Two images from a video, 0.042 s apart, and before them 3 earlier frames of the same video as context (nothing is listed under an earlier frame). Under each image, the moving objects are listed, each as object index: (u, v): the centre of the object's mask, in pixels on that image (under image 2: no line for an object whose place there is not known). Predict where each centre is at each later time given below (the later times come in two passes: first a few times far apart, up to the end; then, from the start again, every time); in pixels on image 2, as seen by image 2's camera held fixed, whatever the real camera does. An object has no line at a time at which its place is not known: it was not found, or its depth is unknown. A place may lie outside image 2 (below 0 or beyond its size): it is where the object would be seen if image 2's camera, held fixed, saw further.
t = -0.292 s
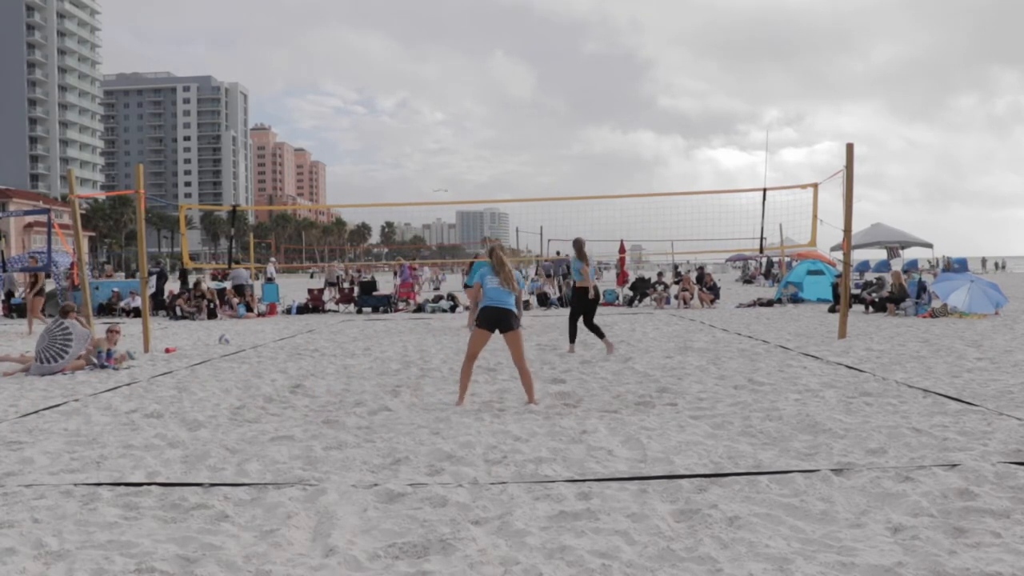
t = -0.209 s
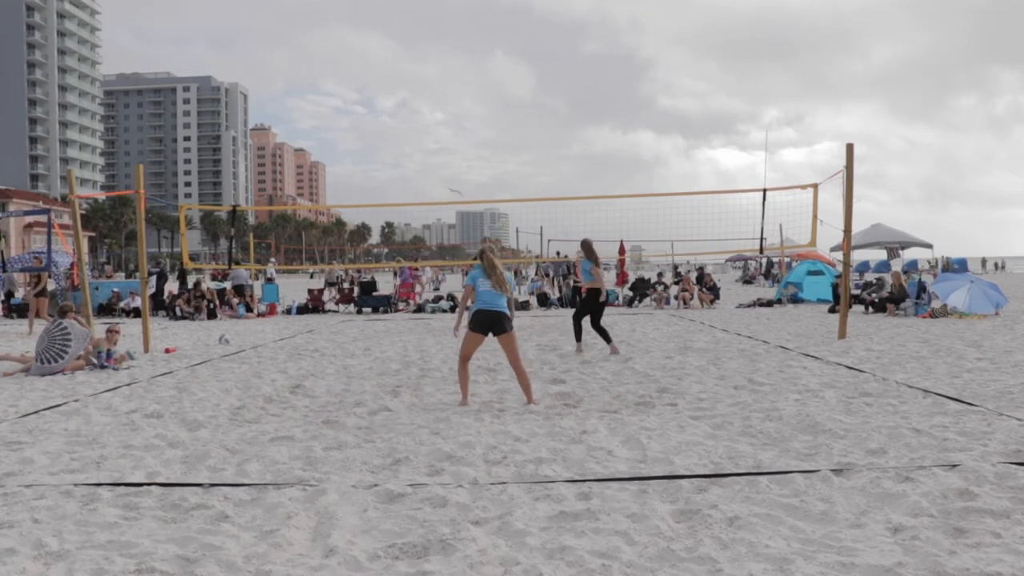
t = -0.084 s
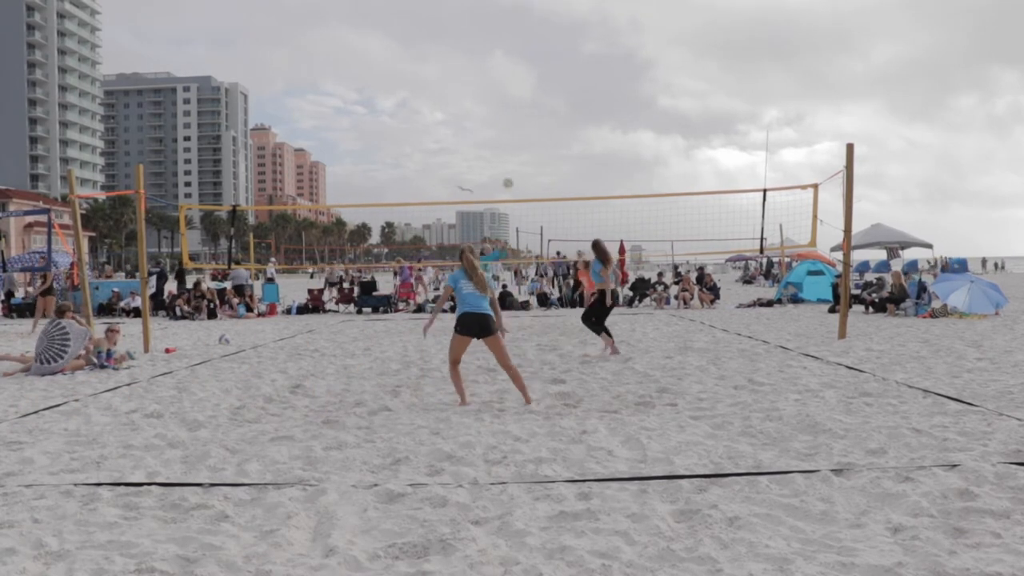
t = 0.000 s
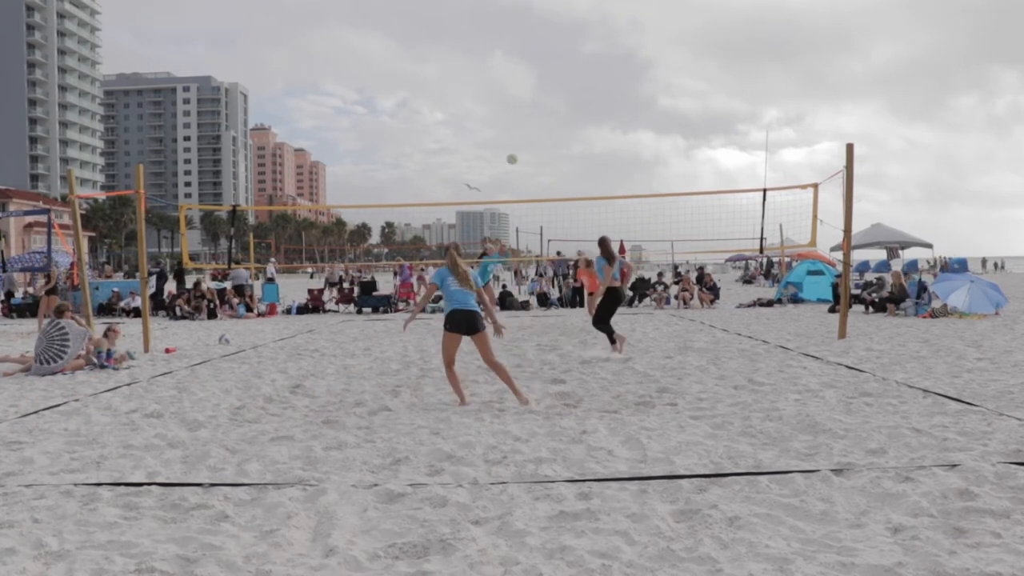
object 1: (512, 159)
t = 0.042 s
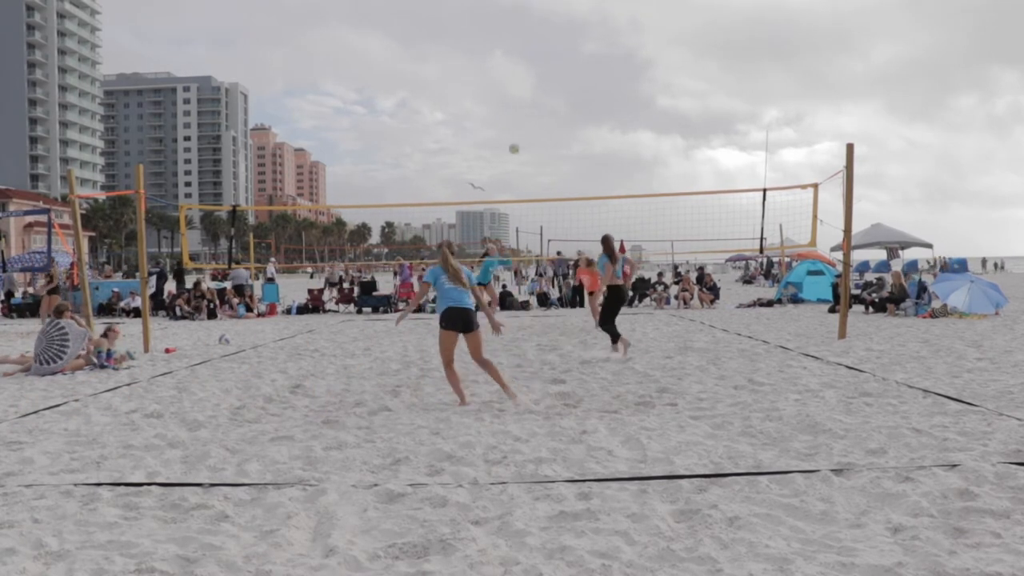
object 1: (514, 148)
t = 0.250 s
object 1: (524, 109)
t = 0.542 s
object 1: (539, 91)
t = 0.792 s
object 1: (552, 111)
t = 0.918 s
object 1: (558, 134)
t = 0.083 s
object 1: (516, 139)
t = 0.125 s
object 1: (518, 130)
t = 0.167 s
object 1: (520, 122)
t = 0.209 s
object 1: (522, 115)
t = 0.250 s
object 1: (524, 109)
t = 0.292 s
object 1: (526, 104)
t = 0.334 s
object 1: (529, 99)
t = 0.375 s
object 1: (530, 96)
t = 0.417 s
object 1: (532, 93)
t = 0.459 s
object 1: (535, 92)
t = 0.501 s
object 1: (536, 91)
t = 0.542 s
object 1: (539, 91)
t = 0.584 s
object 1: (541, 92)
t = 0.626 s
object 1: (543, 94)
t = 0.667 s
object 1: (545, 96)
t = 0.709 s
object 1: (547, 100)
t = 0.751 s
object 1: (549, 105)
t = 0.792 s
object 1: (552, 111)
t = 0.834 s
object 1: (554, 117)
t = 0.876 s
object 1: (556, 125)
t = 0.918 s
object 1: (558, 134)
